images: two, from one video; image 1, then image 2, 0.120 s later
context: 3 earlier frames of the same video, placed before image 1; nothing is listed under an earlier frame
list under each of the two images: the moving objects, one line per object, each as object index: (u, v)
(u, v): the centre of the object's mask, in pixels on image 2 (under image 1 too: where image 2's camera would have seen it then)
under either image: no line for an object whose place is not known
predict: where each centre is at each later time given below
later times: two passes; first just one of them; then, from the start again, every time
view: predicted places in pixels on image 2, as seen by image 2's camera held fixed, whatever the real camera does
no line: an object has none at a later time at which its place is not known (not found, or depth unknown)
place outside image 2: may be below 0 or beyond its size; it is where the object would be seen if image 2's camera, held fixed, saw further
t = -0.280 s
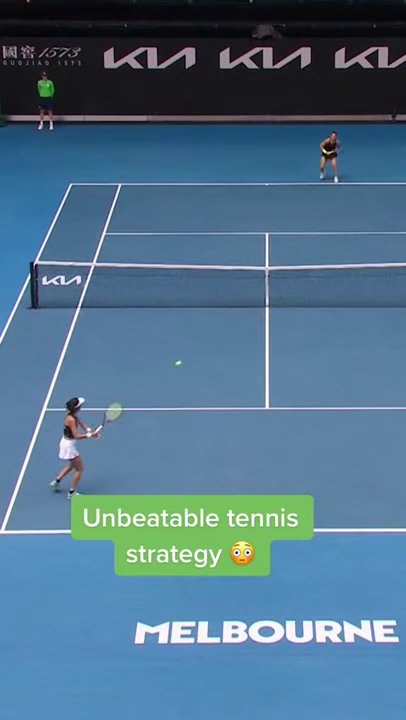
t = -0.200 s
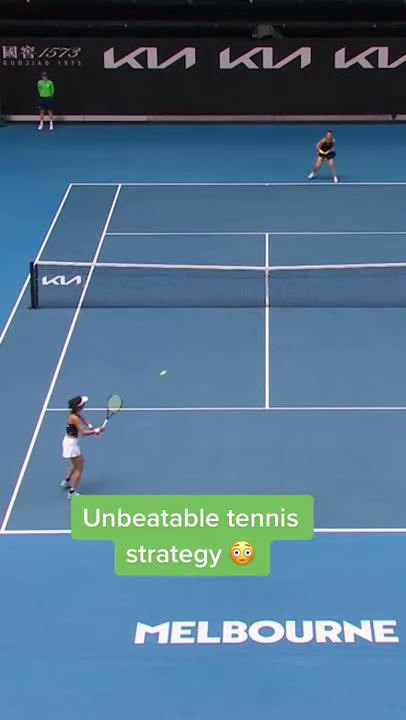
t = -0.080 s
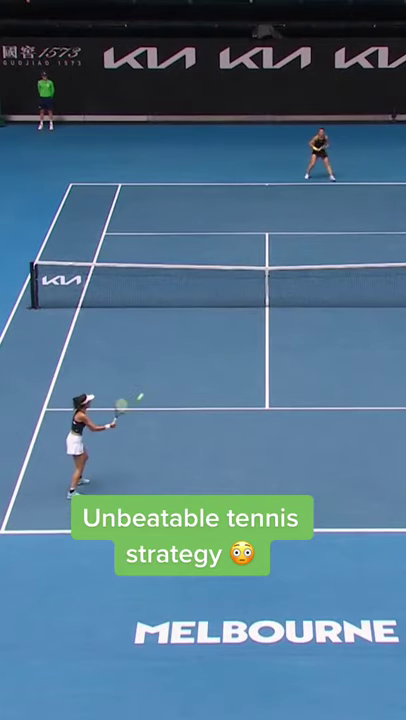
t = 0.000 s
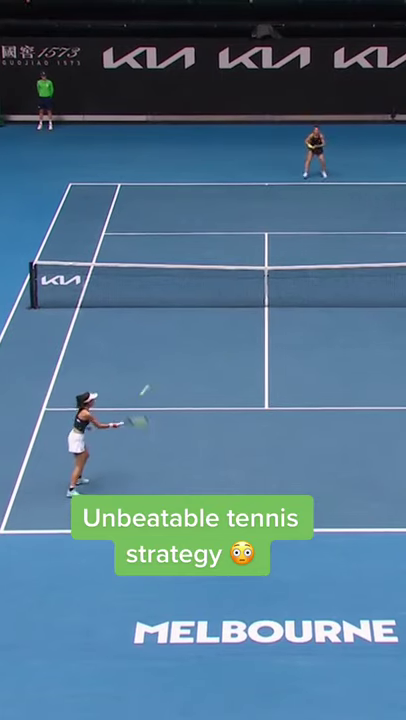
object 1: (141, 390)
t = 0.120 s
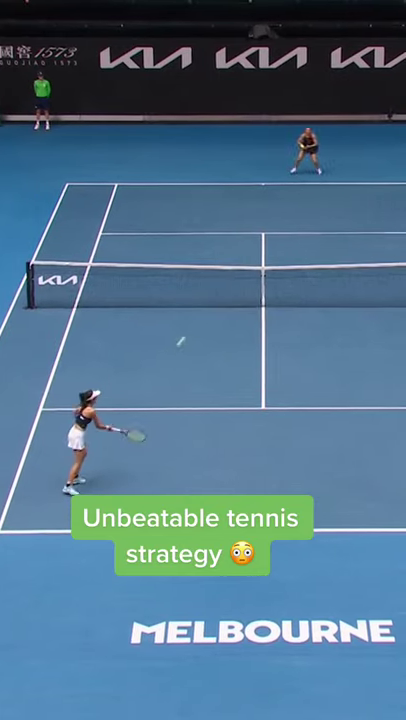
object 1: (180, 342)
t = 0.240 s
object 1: (214, 304)
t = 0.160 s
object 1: (192, 328)
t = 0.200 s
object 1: (203, 315)
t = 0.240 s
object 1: (214, 304)
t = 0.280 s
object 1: (224, 294)
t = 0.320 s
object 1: (234, 284)
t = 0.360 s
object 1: (243, 276)
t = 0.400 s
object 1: (251, 269)
